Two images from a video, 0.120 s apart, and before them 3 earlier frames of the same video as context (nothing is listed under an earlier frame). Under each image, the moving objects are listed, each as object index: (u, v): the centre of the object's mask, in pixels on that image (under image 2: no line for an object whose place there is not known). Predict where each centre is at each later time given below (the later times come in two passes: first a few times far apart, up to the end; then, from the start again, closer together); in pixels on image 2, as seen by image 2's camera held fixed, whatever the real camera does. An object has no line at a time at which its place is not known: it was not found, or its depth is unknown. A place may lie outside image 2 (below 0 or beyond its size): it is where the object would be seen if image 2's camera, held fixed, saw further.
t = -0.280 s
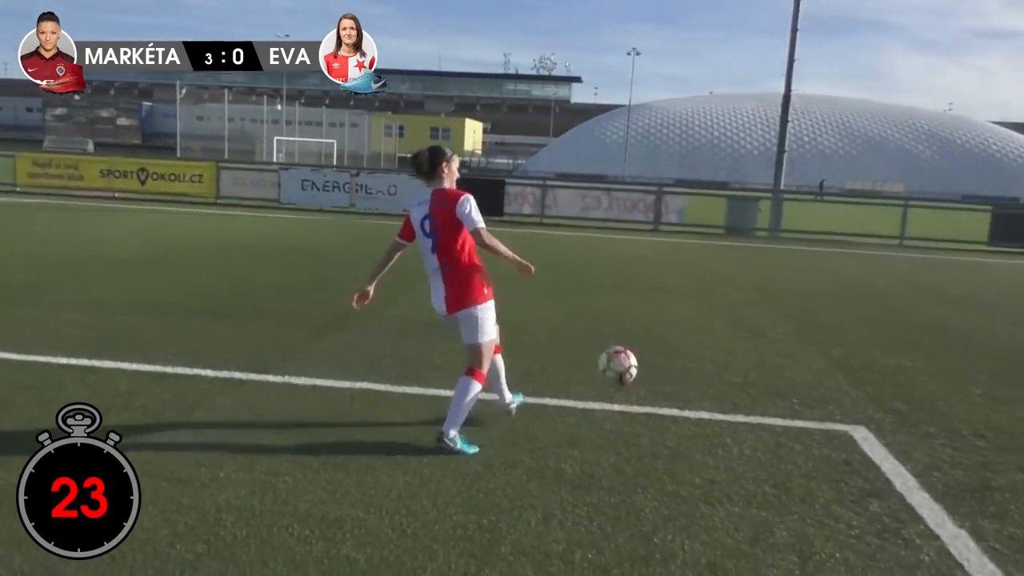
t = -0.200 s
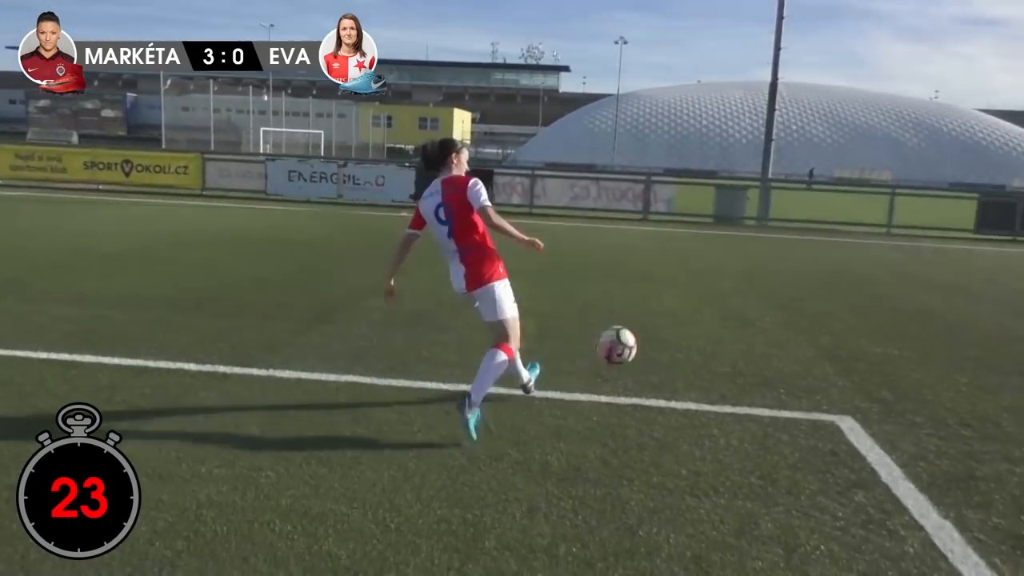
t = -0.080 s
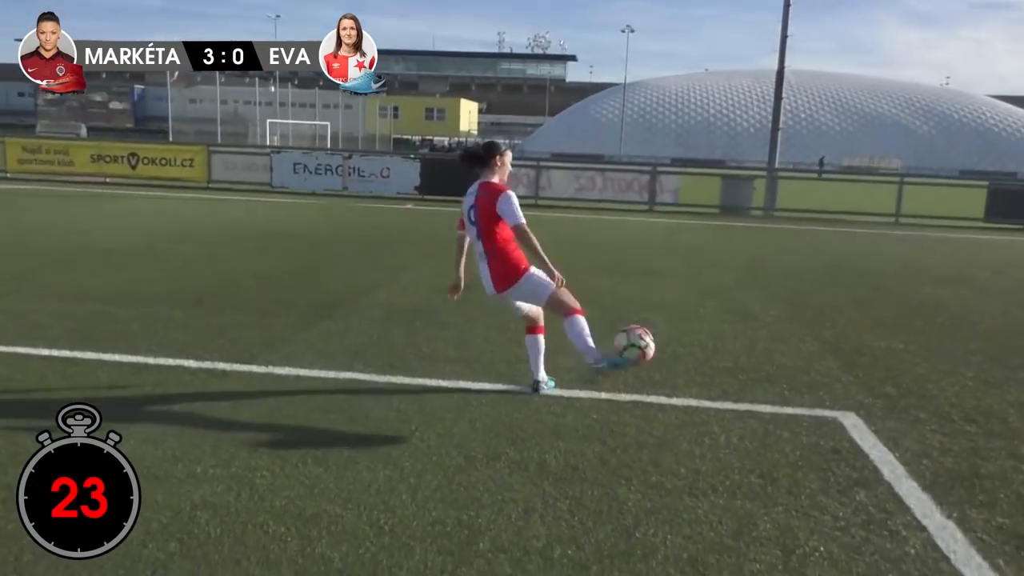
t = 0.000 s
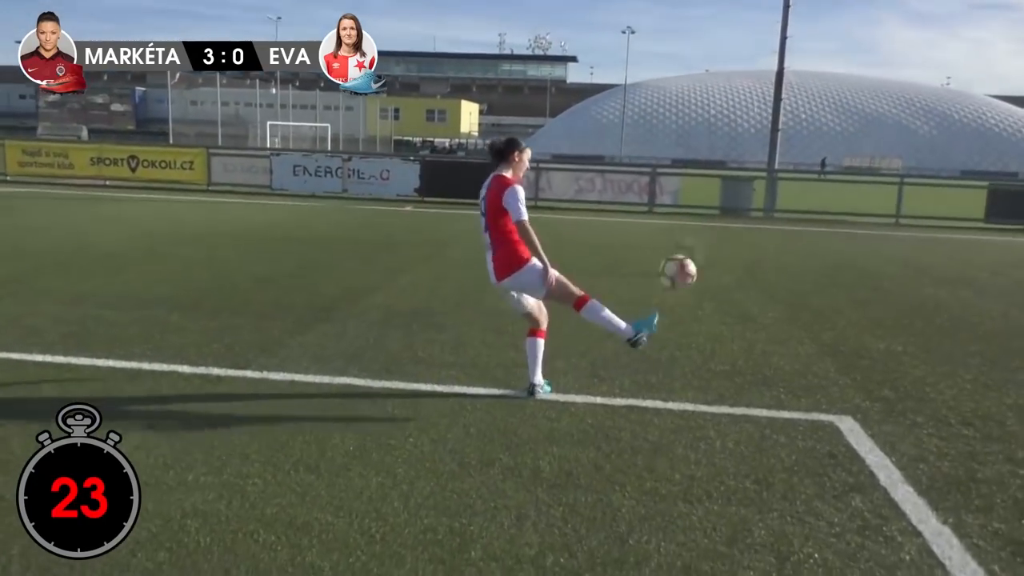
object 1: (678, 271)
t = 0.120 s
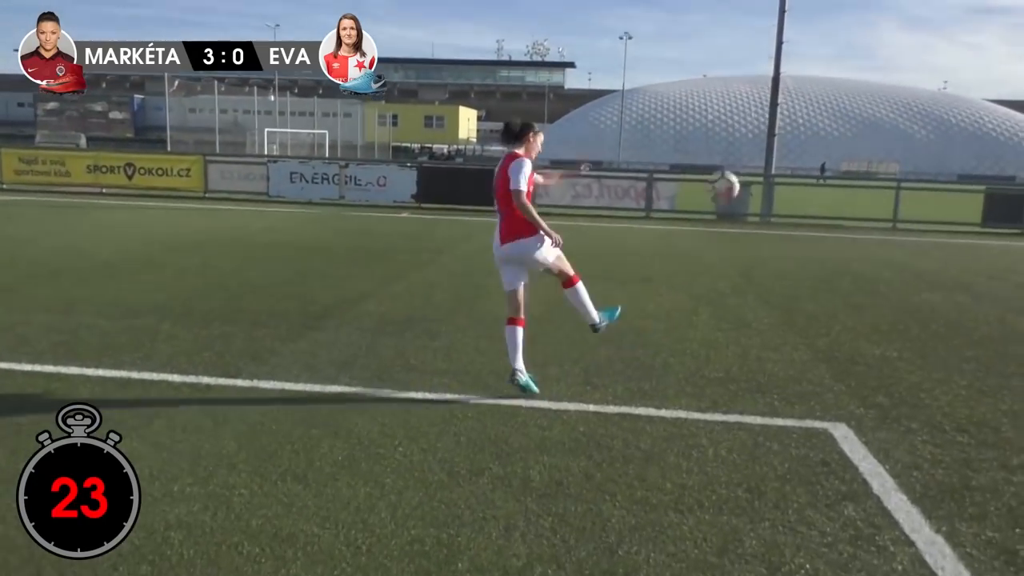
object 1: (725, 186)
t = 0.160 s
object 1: (736, 165)
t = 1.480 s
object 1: (874, 207)
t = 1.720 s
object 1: (883, 199)
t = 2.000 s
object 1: (889, 229)
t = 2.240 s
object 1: (897, 220)
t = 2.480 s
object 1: (903, 217)
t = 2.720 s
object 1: (912, 227)
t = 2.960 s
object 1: (919, 226)
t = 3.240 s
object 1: (927, 227)
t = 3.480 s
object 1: (932, 227)
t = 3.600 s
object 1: (934, 226)
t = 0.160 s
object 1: (736, 165)
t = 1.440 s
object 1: (873, 211)
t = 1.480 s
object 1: (874, 207)
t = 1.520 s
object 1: (876, 204)
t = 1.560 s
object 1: (877, 201)
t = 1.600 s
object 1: (879, 199)
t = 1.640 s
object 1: (880, 198)
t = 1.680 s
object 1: (881, 199)
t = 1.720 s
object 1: (883, 199)
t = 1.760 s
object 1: (883, 201)
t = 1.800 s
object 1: (884, 204)
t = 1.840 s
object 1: (885, 208)
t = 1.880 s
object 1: (886, 212)
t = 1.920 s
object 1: (888, 217)
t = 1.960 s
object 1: (888, 222)
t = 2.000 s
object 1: (889, 229)
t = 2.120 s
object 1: (893, 231)
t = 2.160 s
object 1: (895, 225)
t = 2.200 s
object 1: (896, 221)
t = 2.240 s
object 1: (897, 220)
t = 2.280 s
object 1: (899, 216)
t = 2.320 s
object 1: (900, 215)
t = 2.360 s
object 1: (901, 215)
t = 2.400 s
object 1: (902, 215)
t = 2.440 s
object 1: (903, 216)
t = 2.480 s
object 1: (903, 217)
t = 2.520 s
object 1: (903, 220)
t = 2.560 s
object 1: (904, 222)
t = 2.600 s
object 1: (906, 226)
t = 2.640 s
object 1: (908, 231)
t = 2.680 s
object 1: (910, 231)
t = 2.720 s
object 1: (912, 227)
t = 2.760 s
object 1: (911, 225)
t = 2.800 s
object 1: (915, 224)
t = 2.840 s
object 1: (917, 224)
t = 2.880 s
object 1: (917, 224)
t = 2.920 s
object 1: (919, 225)
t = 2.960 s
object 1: (919, 226)
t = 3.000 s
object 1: (920, 229)
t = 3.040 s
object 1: (921, 230)
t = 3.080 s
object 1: (922, 229)
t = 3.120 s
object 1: (923, 228)
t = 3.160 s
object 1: (925, 227)
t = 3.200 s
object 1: (925, 226)
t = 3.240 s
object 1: (927, 227)
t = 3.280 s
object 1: (929, 228)
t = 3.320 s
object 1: (928, 228)
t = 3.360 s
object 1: (929, 227)
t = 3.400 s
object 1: (931, 226)
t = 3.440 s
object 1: (931, 226)
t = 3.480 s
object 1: (932, 227)
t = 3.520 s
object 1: (933, 226)
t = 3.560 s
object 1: (933, 226)
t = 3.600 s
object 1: (934, 226)
